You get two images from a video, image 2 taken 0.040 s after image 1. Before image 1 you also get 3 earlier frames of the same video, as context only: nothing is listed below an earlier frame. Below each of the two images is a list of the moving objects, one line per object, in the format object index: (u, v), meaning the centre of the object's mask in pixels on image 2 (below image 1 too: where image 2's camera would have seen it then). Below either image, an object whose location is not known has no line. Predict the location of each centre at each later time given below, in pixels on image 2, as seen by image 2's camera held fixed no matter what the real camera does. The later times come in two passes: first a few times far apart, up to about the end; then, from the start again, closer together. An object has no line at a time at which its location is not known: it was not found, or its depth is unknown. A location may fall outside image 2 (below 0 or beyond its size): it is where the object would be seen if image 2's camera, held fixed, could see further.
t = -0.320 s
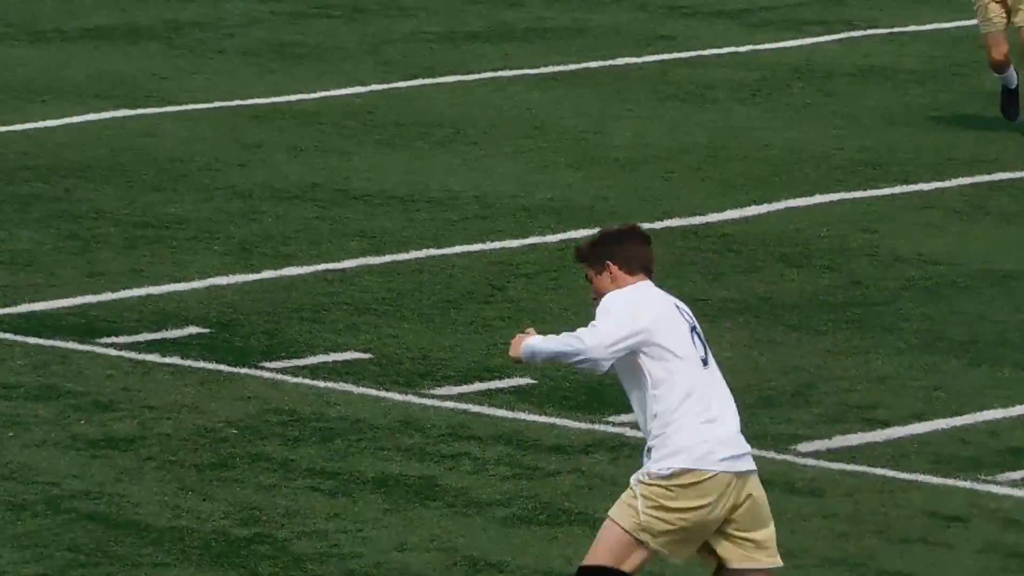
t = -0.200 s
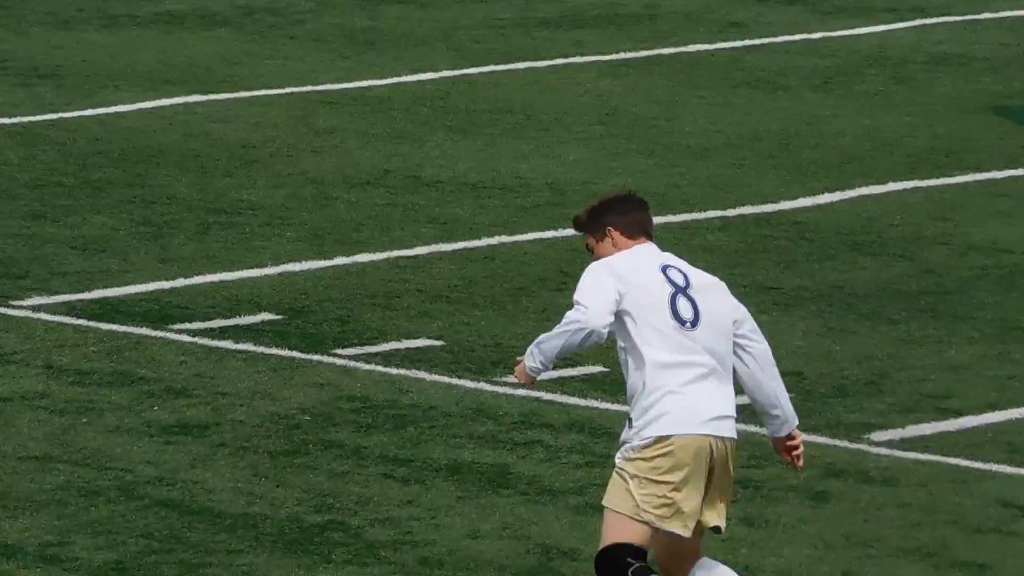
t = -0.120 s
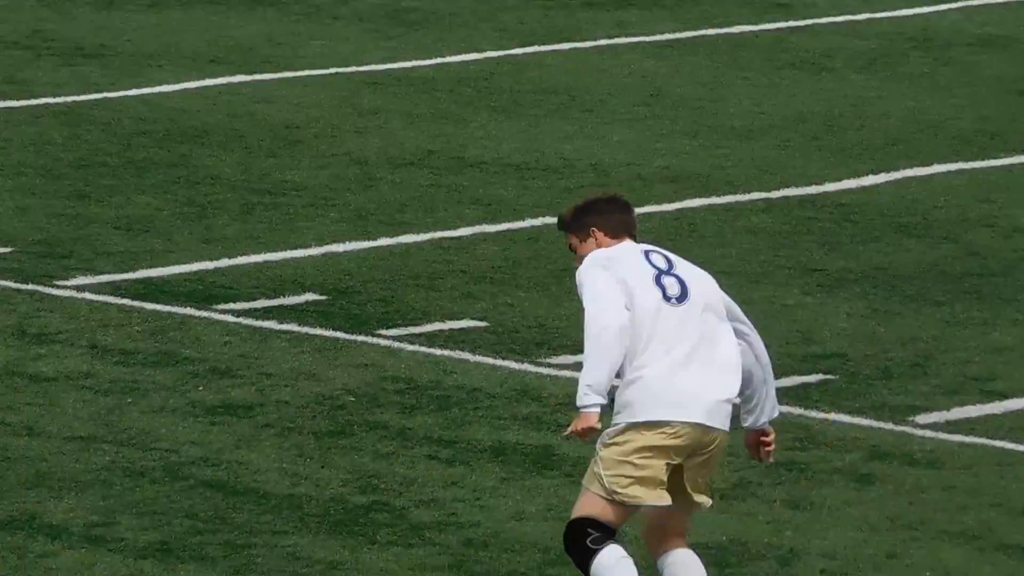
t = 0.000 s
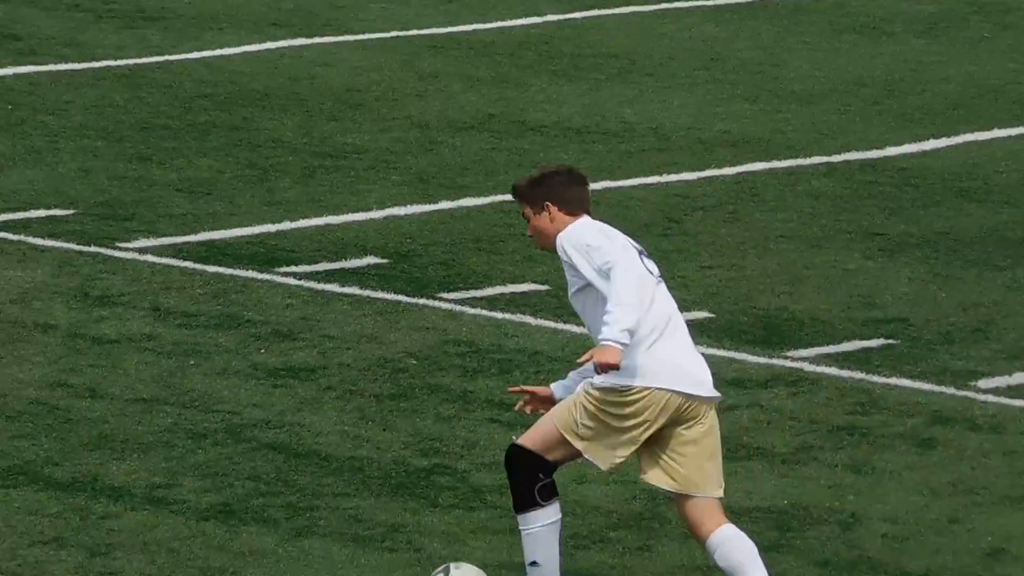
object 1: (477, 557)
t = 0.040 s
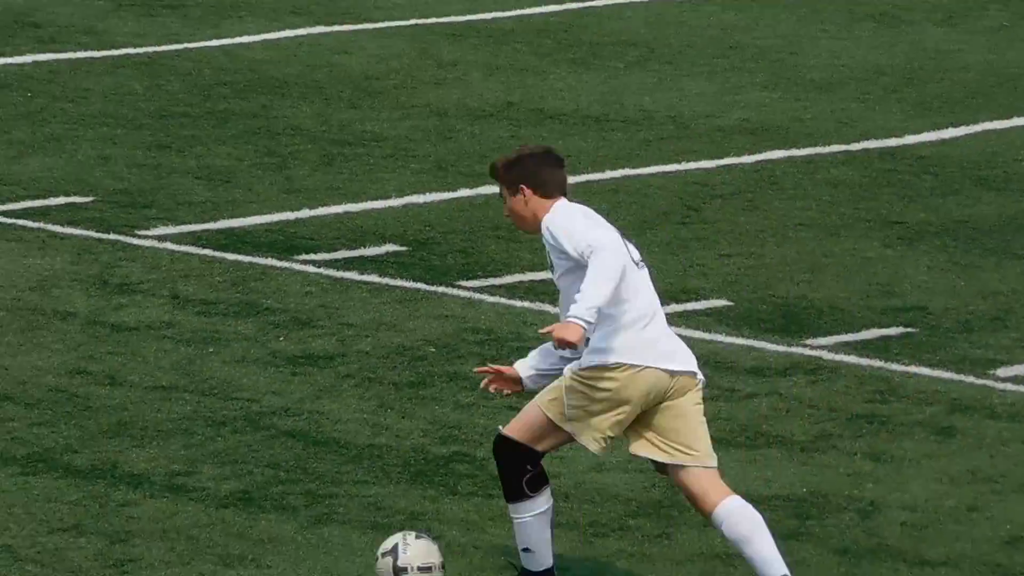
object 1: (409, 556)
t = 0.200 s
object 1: (159, 516)
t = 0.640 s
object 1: (-361, 425)
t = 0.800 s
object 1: (-509, 404)
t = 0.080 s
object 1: (343, 554)
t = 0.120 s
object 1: (278, 541)
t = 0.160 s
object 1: (218, 526)
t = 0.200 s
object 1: (159, 516)
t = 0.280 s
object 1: (49, 493)
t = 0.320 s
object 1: (-2, 483)
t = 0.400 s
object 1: (-100, 468)
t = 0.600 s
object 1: (-321, 429)
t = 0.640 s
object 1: (-361, 425)
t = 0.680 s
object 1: (-400, 420)
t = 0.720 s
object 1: (-437, 415)
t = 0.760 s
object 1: (-473, 407)
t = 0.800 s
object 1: (-509, 404)
